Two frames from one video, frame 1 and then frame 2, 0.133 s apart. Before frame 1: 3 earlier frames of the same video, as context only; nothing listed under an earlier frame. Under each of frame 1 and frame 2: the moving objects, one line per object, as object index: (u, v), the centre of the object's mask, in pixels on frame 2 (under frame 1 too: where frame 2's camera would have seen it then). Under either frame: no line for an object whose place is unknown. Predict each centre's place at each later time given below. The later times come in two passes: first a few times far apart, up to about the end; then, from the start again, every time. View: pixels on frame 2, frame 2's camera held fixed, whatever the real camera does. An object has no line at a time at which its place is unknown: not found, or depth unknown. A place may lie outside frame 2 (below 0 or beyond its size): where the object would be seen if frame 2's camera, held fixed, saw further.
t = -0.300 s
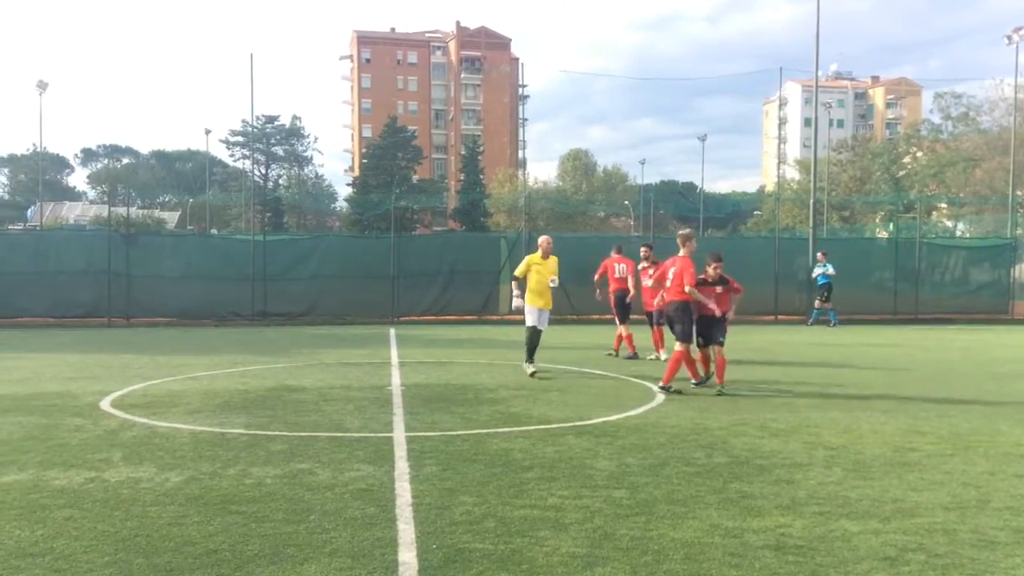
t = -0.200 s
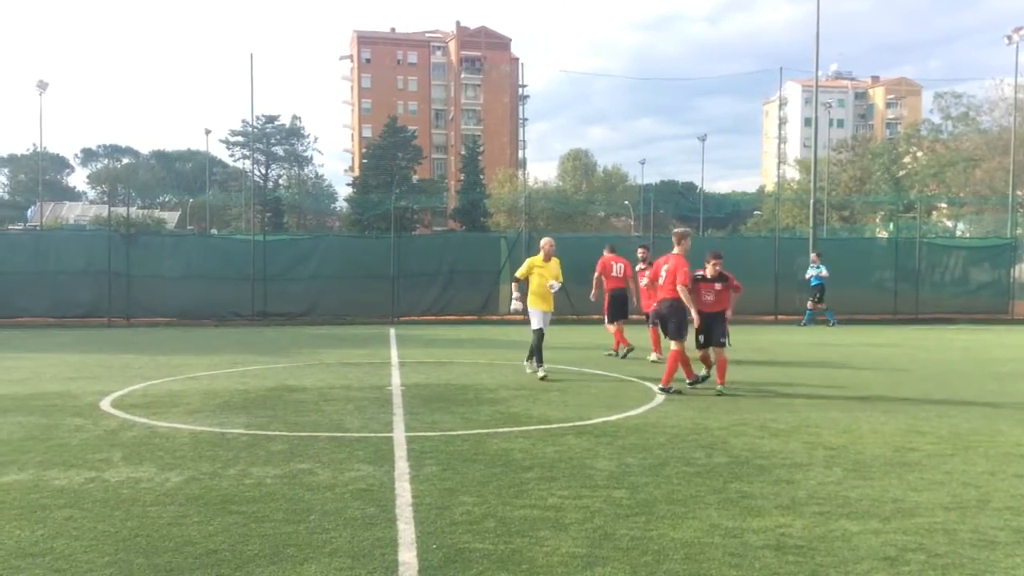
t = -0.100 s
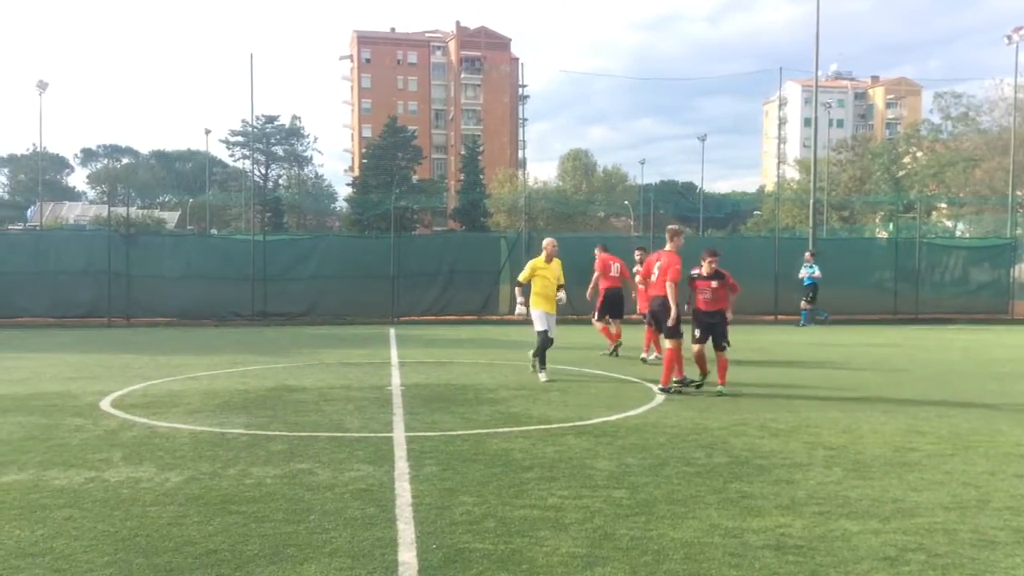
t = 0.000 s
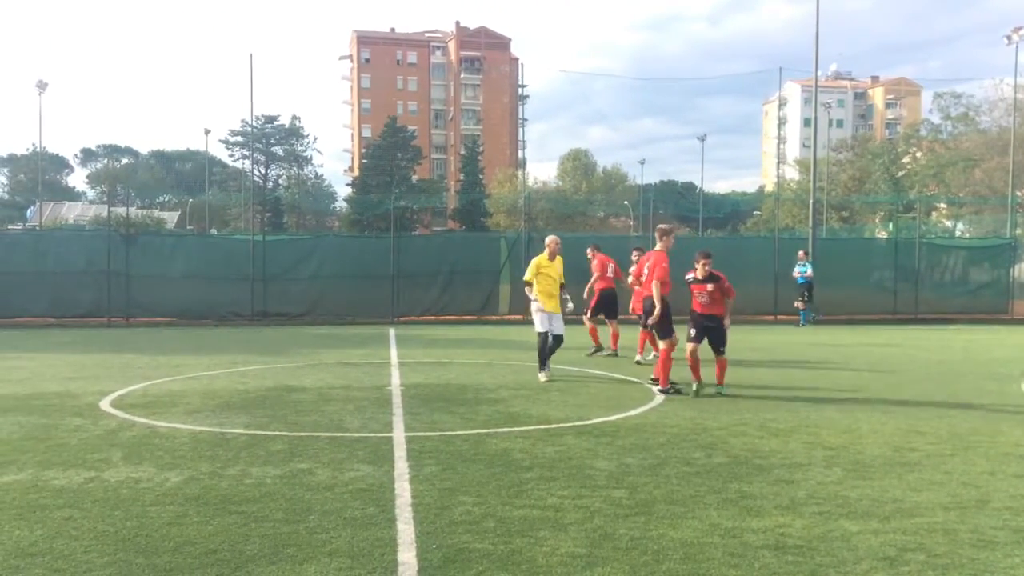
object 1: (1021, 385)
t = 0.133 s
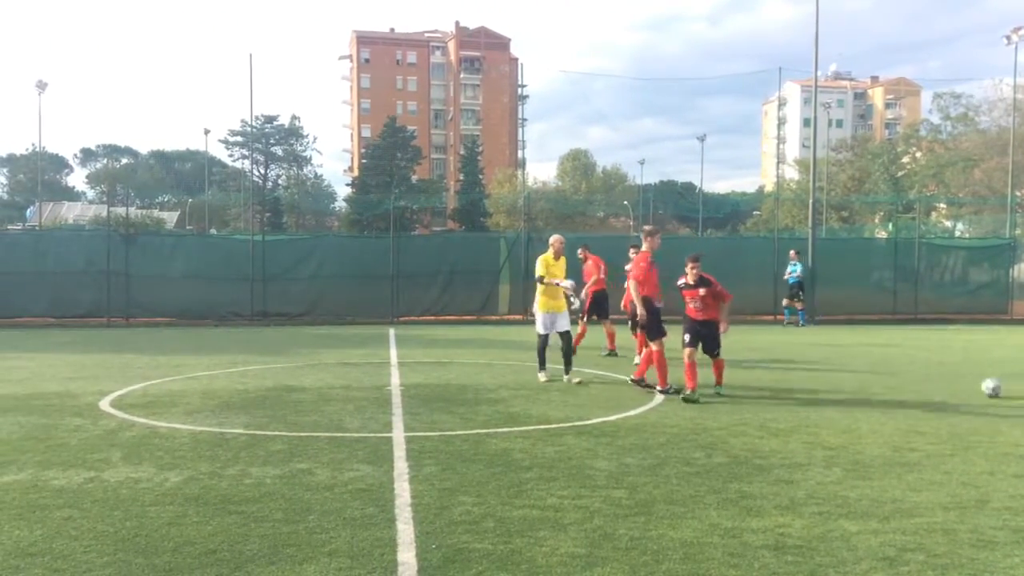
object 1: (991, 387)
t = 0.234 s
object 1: (961, 389)
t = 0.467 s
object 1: (893, 390)
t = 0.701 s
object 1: (829, 392)
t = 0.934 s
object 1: (764, 393)
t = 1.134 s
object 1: (710, 394)
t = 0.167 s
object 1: (981, 388)
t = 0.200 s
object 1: (971, 388)
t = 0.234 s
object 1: (961, 389)
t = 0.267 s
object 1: (951, 389)
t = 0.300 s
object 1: (942, 389)
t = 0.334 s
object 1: (933, 389)
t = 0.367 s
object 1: (923, 390)
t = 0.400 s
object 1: (913, 390)
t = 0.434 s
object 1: (903, 390)
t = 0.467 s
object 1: (893, 390)
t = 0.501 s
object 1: (885, 391)
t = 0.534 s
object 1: (875, 390)
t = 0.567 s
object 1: (865, 391)
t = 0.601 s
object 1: (856, 391)
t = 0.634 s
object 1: (847, 391)
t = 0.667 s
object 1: (837, 391)
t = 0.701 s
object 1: (829, 392)
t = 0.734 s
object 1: (819, 392)
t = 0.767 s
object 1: (810, 392)
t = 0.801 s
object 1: (801, 392)
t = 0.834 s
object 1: (792, 393)
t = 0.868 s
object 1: (783, 393)
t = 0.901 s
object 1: (774, 392)
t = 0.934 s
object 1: (764, 393)
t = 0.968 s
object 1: (756, 394)
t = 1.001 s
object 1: (747, 394)
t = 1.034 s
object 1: (737, 394)
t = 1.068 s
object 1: (729, 394)
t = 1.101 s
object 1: (720, 395)
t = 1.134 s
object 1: (710, 394)
